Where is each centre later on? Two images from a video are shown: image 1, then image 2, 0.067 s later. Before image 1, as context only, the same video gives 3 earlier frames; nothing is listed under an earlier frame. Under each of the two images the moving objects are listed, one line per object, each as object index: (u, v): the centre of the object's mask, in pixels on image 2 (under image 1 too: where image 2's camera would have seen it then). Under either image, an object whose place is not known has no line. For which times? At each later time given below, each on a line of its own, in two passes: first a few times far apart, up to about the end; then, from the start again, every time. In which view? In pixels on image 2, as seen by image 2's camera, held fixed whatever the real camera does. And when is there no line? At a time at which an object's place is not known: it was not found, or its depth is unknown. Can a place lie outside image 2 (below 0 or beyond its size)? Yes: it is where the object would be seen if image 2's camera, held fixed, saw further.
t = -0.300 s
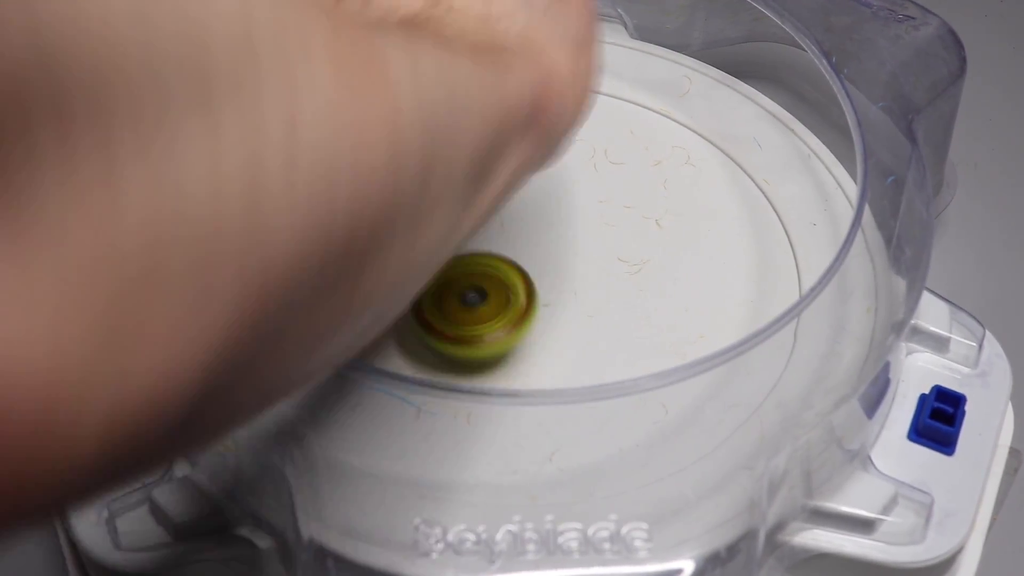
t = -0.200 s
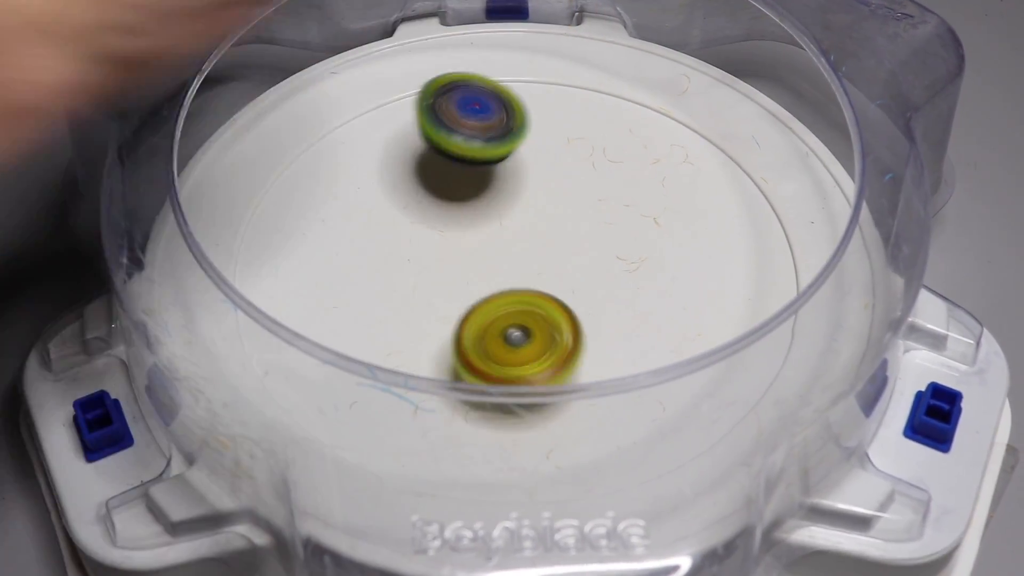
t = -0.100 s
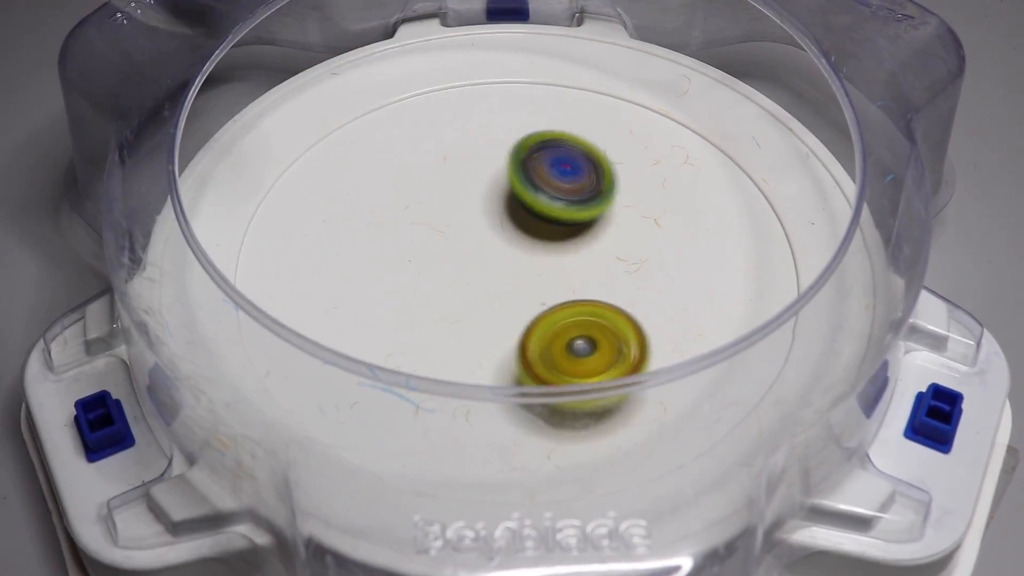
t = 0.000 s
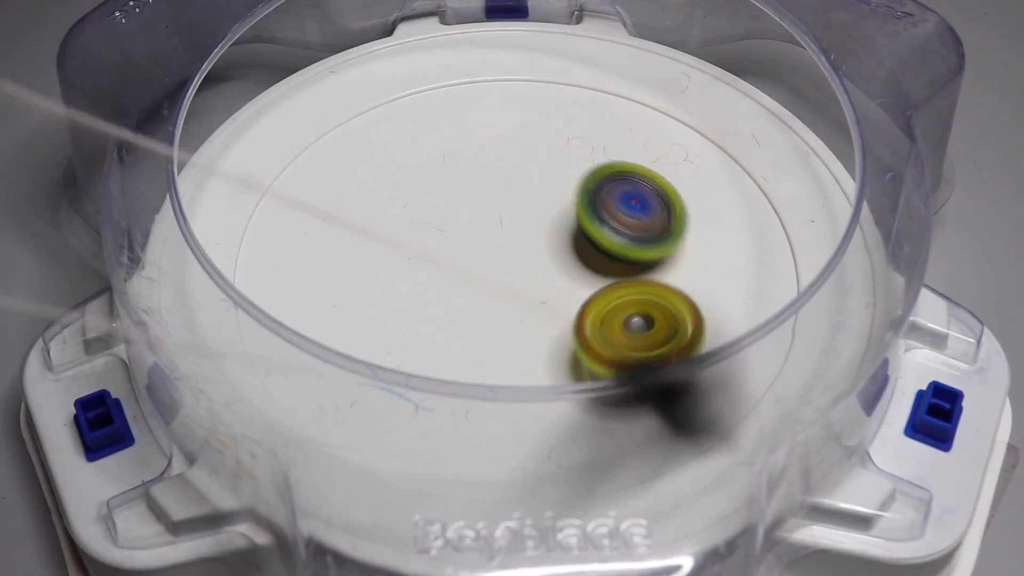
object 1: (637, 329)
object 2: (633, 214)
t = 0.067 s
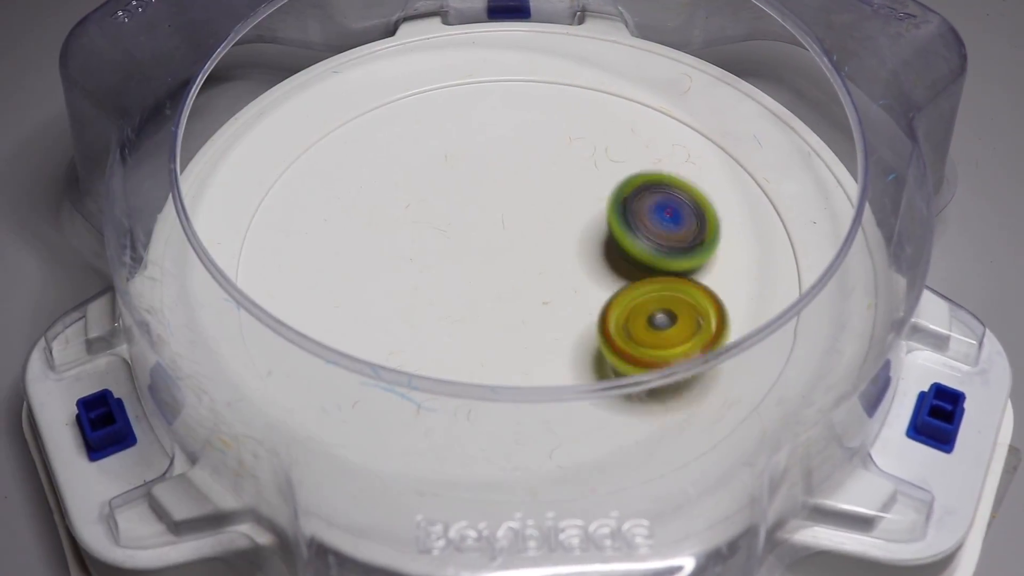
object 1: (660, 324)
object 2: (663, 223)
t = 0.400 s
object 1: (593, 307)
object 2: (572, 155)
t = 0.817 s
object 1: (450, 328)
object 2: (414, 207)
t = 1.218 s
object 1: (578, 366)
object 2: (561, 205)
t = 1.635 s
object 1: (408, 257)
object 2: (626, 160)
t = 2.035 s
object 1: (411, 278)
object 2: (545, 280)
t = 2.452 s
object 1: (452, 214)
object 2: (606, 286)
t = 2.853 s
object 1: (451, 152)
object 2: (585, 313)
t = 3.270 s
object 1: (484, 191)
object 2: (514, 301)
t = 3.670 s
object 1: (527, 177)
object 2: (528, 317)
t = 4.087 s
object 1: (604, 193)
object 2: (465, 311)
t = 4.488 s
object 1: (632, 271)
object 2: (493, 264)
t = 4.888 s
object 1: (578, 307)
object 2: (502, 224)
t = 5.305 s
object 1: (502, 333)
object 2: (487, 197)
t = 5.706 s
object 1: (497, 310)
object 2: (529, 220)
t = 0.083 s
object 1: (662, 328)
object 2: (668, 213)
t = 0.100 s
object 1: (663, 331)
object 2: (672, 206)
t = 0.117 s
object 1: (662, 333)
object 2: (675, 202)
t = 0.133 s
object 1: (666, 346)
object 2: (677, 194)
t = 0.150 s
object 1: (666, 350)
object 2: (677, 188)
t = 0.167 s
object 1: (665, 351)
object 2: (676, 181)
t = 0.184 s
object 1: (663, 352)
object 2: (674, 176)
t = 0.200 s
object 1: (660, 352)
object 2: (671, 169)
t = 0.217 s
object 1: (656, 350)
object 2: (667, 166)
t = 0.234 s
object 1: (650, 338)
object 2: (662, 162)
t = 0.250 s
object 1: (646, 337)
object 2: (656, 157)
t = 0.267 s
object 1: (641, 337)
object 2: (649, 156)
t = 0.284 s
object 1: (637, 335)
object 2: (642, 155)
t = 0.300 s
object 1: (632, 333)
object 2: (633, 154)
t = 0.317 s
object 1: (627, 331)
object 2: (624, 151)
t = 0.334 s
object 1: (621, 328)
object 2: (615, 152)
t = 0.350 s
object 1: (614, 325)
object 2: (605, 152)
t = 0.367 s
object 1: (608, 319)
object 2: (594, 152)
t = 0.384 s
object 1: (600, 313)
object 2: (583, 155)
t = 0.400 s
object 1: (593, 307)
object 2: (572, 155)
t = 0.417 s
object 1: (585, 302)
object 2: (561, 159)
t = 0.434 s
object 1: (578, 296)
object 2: (549, 161)
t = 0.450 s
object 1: (570, 291)
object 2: (538, 165)
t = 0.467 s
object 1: (561, 286)
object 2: (527, 168)
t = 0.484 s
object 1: (554, 281)
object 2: (516, 172)
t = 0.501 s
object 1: (546, 276)
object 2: (505, 177)
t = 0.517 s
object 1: (538, 272)
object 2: (495, 180)
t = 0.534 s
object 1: (530, 269)
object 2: (484, 185)
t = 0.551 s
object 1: (525, 270)
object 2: (474, 186)
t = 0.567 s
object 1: (518, 271)
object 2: (463, 186)
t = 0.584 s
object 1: (513, 273)
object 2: (453, 187)
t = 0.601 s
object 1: (507, 276)
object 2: (445, 187)
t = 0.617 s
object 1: (502, 276)
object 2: (436, 189)
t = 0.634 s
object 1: (497, 280)
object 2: (430, 190)
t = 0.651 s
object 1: (491, 280)
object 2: (423, 192)
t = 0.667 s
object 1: (486, 284)
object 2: (418, 193)
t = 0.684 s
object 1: (482, 285)
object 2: (414, 196)
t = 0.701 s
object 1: (476, 288)
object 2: (410, 199)
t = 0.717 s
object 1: (472, 290)
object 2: (408, 203)
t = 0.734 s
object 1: (468, 293)
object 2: (406, 204)
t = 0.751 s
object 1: (463, 295)
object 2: (406, 209)
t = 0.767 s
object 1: (459, 298)
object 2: (406, 212)
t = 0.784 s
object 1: (456, 304)
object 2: (409, 215)
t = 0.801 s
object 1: (453, 314)
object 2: (411, 212)
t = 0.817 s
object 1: (450, 328)
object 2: (414, 207)
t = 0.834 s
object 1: (449, 336)
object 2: (418, 204)
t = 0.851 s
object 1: (449, 341)
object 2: (423, 201)
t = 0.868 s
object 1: (450, 347)
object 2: (429, 199)
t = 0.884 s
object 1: (447, 361)
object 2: (436, 199)
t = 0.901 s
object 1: (445, 375)
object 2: (442, 198)
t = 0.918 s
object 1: (447, 380)
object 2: (449, 199)
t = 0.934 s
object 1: (449, 397)
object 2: (455, 199)
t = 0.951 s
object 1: (453, 399)
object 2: (462, 200)
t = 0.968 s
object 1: (457, 406)
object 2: (469, 200)
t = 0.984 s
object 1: (463, 410)
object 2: (476, 201)
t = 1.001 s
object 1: (469, 414)
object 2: (483, 202)
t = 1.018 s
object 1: (477, 417)
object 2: (490, 202)
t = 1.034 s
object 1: (485, 419)
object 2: (496, 203)
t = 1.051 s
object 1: (494, 419)
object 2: (503, 203)
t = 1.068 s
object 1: (504, 419)
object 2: (509, 204)
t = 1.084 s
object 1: (513, 418)
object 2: (516, 204)
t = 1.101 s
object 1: (523, 416)
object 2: (522, 205)
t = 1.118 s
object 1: (532, 411)
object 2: (528, 205)
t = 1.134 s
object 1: (542, 407)
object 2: (534, 205)
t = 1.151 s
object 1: (552, 403)
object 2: (540, 205)
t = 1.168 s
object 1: (560, 385)
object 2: (545, 205)
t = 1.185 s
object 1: (567, 384)
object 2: (551, 205)
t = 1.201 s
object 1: (573, 376)
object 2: (556, 205)
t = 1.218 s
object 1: (578, 366)
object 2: (561, 205)
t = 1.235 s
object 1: (579, 352)
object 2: (566, 205)
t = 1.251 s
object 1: (582, 348)
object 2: (570, 204)
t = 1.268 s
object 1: (584, 343)
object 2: (574, 204)
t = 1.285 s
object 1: (584, 336)
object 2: (579, 204)
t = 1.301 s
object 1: (583, 326)
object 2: (583, 203)
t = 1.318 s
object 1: (580, 317)
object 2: (586, 203)
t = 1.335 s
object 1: (576, 307)
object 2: (590, 203)
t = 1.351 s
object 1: (571, 297)
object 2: (593, 202)
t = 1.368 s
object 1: (564, 288)
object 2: (597, 201)
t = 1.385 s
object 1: (554, 285)
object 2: (602, 197)
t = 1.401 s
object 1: (543, 282)
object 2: (607, 191)
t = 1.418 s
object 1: (533, 280)
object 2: (613, 185)
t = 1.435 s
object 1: (522, 277)
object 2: (618, 180)
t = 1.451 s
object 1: (512, 276)
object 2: (622, 175)
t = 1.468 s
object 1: (501, 273)
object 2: (625, 171)
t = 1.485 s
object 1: (490, 270)
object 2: (628, 168)
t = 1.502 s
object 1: (480, 269)
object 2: (630, 165)
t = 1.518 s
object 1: (469, 266)
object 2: (631, 163)
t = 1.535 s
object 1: (459, 265)
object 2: (632, 161)
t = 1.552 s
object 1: (449, 262)
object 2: (633, 159)
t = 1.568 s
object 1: (440, 261)
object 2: (632, 158)
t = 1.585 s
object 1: (431, 259)
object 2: (632, 158)
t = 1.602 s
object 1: (422, 258)
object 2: (630, 158)
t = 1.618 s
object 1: (415, 257)
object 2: (628, 159)
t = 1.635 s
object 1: (408, 257)
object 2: (626, 160)
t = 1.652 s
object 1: (402, 257)
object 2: (623, 162)
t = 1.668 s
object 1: (395, 256)
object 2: (619, 165)
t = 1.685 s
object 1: (390, 257)
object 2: (616, 167)
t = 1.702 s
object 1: (384, 257)
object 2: (611, 171)
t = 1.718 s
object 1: (380, 257)
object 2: (607, 175)
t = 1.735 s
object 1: (377, 259)
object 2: (602, 179)
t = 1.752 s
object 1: (374, 260)
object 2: (597, 184)
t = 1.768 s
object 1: (372, 262)
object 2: (592, 189)
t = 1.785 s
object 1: (370, 264)
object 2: (587, 194)
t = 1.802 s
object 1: (370, 265)
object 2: (582, 199)
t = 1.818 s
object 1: (370, 267)
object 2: (577, 205)
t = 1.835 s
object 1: (372, 269)
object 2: (572, 210)
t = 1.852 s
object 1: (375, 270)
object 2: (567, 217)
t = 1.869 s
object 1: (378, 272)
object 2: (562, 223)
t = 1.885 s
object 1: (381, 274)
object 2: (558, 229)
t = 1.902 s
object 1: (386, 275)
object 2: (553, 235)
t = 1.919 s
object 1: (391, 277)
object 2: (549, 241)
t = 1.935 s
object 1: (396, 278)
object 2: (544, 248)
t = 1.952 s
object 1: (401, 279)
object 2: (541, 254)
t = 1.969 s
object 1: (407, 279)
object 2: (537, 260)
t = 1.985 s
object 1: (412, 279)
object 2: (535, 266)
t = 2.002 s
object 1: (413, 279)
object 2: (537, 270)
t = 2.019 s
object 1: (412, 279)
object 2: (541, 276)
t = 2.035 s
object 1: (411, 278)
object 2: (545, 280)
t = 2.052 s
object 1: (411, 277)
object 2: (549, 284)
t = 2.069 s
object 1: (411, 276)
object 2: (553, 288)
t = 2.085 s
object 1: (411, 275)
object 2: (557, 292)
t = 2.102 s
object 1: (411, 273)
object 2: (562, 294)
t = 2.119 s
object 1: (410, 271)
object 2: (566, 298)
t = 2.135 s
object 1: (411, 269)
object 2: (570, 299)
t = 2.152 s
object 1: (412, 266)
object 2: (574, 302)
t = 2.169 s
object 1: (413, 263)
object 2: (578, 303)
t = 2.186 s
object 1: (415, 261)
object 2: (581, 305)
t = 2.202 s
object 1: (417, 259)
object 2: (585, 305)
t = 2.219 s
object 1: (419, 256)
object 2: (588, 306)
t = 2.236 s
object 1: (421, 253)
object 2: (591, 306)
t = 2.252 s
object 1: (422, 250)
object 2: (594, 305)
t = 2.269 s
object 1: (425, 246)
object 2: (597, 305)
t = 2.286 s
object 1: (427, 243)
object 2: (599, 303)
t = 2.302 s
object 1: (430, 240)
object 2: (601, 303)
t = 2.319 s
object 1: (432, 238)
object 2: (603, 301)
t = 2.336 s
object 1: (435, 235)
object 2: (604, 300)
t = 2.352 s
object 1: (437, 231)
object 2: (606, 297)
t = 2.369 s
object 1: (439, 228)
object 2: (607, 297)
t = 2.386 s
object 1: (441, 224)
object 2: (607, 294)
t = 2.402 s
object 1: (444, 221)
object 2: (607, 292)
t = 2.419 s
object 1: (447, 218)
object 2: (607, 290)
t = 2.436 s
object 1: (450, 216)
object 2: (606, 288)
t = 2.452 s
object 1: (452, 214)
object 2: (606, 286)
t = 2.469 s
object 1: (455, 211)
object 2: (605, 283)
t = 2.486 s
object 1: (457, 209)
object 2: (604, 282)
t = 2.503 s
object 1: (460, 206)
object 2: (602, 279)
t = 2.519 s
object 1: (463, 204)
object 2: (600, 277)
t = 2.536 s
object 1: (466, 203)
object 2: (598, 274)
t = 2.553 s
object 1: (468, 202)
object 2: (595, 273)
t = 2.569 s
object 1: (471, 201)
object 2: (592, 271)
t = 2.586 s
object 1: (473, 200)
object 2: (588, 269)
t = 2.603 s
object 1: (476, 199)
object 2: (585, 268)
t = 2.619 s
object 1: (478, 198)
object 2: (581, 265)
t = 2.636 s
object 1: (480, 197)
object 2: (577, 265)
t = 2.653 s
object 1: (483, 197)
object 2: (573, 263)
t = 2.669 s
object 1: (481, 192)
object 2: (575, 270)
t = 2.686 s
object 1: (478, 185)
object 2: (578, 274)
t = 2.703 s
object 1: (474, 179)
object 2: (581, 277)
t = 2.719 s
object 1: (471, 174)
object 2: (583, 285)
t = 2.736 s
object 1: (468, 170)
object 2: (584, 291)
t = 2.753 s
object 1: (465, 166)
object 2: (586, 296)
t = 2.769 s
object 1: (463, 163)
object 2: (586, 301)
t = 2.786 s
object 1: (460, 160)
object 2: (587, 304)
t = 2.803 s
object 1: (458, 157)
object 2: (588, 305)
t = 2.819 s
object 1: (456, 155)
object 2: (587, 308)
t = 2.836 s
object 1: (454, 153)
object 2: (586, 311)
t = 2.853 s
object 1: (451, 152)
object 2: (585, 313)
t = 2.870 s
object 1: (449, 151)
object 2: (584, 314)
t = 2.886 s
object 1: (448, 151)
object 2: (582, 313)
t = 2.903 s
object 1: (446, 151)
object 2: (580, 316)
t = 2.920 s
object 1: (445, 151)
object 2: (578, 314)
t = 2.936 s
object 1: (444, 151)
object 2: (576, 316)
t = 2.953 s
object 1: (443, 152)
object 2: (574, 313)
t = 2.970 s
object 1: (442, 154)
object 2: (571, 314)
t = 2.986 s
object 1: (443, 156)
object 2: (568, 314)
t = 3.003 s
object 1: (443, 158)
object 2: (566, 312)
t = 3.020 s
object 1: (444, 160)
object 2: (563, 311)
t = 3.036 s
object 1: (445, 163)
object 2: (559, 311)
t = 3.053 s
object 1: (447, 165)
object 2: (556, 308)
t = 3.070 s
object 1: (449, 168)
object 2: (552, 307)
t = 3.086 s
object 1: (450, 171)
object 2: (548, 307)
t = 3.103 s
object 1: (452, 175)
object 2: (545, 304)
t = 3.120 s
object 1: (455, 178)
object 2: (541, 302)
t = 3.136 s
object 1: (458, 181)
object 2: (537, 301)
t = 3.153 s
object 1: (460, 185)
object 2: (534, 298)
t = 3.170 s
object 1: (464, 188)
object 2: (530, 298)
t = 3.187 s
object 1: (466, 191)
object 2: (526, 295)
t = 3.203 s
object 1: (470, 195)
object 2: (522, 296)
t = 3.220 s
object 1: (474, 198)
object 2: (520, 290)
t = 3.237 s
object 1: (477, 200)
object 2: (517, 291)
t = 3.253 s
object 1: (481, 197)
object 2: (516, 296)
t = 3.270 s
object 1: (484, 191)
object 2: (514, 301)
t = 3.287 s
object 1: (487, 186)
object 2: (514, 309)
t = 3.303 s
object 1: (491, 181)
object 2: (514, 312)
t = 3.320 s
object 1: (494, 177)
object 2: (514, 318)
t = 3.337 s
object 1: (497, 174)
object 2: (514, 323)
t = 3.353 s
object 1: (500, 171)
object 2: (514, 328)
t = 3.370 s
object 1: (502, 168)
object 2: (514, 332)
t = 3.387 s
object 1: (505, 165)
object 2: (515, 335)
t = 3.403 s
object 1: (507, 163)
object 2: (517, 335)
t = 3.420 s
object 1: (509, 161)
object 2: (517, 338)
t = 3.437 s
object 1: (512, 159)
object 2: (518, 338)
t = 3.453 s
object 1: (514, 158)
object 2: (519, 339)
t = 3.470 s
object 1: (516, 158)
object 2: (520, 339)
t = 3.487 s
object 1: (518, 157)
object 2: (521, 338)
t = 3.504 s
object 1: (519, 158)
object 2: (521, 338)
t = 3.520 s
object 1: (520, 158)
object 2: (522, 337)
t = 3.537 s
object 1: (522, 159)
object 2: (523, 334)
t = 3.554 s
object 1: (523, 160)
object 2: (523, 334)
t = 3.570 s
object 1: (524, 161)
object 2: (524, 331)
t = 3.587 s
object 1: (524, 163)
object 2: (525, 331)
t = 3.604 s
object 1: (525, 165)
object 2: (526, 329)
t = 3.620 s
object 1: (526, 168)
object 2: (527, 326)
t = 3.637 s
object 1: (526, 170)
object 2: (527, 324)
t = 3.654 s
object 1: (527, 173)
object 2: (528, 321)
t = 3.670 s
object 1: (527, 177)
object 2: (528, 317)
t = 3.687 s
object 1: (528, 180)
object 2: (528, 315)
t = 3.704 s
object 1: (529, 183)
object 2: (527, 311)
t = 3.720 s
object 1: (529, 187)
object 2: (527, 307)
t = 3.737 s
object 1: (530, 191)
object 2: (526, 303)
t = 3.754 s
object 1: (531, 195)
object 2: (525, 299)
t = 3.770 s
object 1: (533, 198)
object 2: (523, 296)
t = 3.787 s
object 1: (536, 199)
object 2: (521, 295)
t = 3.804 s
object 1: (540, 196)
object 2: (517, 297)
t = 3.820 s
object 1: (544, 192)
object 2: (513, 300)
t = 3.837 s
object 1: (549, 189)
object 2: (509, 303)
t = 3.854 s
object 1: (554, 185)
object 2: (505, 306)
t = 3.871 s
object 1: (558, 184)
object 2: (502, 308)
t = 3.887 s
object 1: (562, 183)
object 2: (499, 309)
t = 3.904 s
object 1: (566, 181)
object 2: (495, 311)
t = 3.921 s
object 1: (570, 181)
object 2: (491, 312)
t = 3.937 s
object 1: (574, 180)
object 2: (488, 312)
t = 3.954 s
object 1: (578, 179)
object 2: (485, 314)
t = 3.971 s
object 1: (582, 181)
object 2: (481, 315)
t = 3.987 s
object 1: (585, 182)
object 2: (479, 314)
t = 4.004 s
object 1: (588, 183)
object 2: (475, 315)
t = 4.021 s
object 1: (591, 185)
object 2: (473, 315)
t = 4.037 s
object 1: (595, 187)
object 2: (471, 313)
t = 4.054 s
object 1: (598, 188)
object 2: (468, 314)
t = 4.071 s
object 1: (601, 191)
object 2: (467, 312)
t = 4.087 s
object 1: (604, 193)
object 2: (465, 311)
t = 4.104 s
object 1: (606, 196)
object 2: (464, 310)
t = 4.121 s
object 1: (609, 199)
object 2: (463, 308)
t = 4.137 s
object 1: (611, 202)
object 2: (462, 307)
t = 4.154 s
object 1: (613, 205)
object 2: (461, 305)
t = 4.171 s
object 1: (615, 209)
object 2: (460, 303)
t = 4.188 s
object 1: (617, 213)
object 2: (460, 300)
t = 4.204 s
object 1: (619, 216)
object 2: (460, 299)
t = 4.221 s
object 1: (621, 220)
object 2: (461, 295)
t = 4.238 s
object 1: (623, 223)
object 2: (462, 295)
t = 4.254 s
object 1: (624, 227)
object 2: (463, 291)
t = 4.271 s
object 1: (626, 231)
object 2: (465, 291)
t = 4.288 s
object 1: (627, 234)
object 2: (467, 288)
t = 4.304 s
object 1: (628, 238)
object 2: (468, 287)
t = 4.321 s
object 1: (629, 241)
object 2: (471, 284)
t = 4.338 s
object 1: (630, 244)
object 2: (472, 282)
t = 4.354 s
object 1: (631, 247)
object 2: (474, 278)
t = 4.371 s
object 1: (632, 251)
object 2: (476, 278)
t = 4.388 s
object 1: (632, 254)
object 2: (479, 274)
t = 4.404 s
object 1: (632, 257)
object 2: (481, 273)
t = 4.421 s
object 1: (633, 260)
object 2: (483, 271)
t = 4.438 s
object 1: (633, 263)
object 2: (486, 270)
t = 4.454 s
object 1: (633, 265)
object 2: (488, 269)
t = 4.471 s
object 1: (632, 268)
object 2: (491, 266)
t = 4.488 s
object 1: (632, 271)
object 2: (493, 264)
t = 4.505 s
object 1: (631, 273)
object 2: (495, 261)
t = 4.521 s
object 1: (630, 276)
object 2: (496, 259)
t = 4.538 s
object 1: (630, 278)
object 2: (498, 256)
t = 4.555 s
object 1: (629, 280)
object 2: (499, 255)
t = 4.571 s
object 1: (628, 283)
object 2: (500, 251)
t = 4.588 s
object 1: (626, 284)
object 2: (501, 250)
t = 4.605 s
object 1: (625, 287)
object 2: (503, 246)
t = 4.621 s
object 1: (623, 289)
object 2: (504, 245)
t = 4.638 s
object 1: (622, 291)
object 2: (504, 241)
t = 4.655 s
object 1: (620, 292)
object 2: (505, 241)
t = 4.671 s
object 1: (617, 294)
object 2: (506, 237)
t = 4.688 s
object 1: (615, 295)
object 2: (506, 235)
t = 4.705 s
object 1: (612, 297)
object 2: (507, 236)
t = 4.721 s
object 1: (610, 298)
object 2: (507, 235)
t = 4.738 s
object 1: (607, 299)
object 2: (507, 233)
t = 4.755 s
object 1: (604, 300)
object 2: (508, 232)
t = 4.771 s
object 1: (601, 301)
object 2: (508, 230)
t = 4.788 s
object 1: (598, 303)
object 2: (507, 229)
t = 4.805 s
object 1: (595, 303)
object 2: (506, 228)
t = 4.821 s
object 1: (592, 305)
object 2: (506, 227)
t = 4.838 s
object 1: (588, 306)
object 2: (505, 227)
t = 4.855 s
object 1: (585, 306)
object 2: (505, 225)
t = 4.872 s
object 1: (582, 307)
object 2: (503, 225)
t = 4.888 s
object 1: (578, 307)
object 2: (502, 224)
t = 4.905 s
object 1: (575, 307)
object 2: (501, 222)
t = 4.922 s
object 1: (571, 306)
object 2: (500, 222)
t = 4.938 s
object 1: (566, 307)
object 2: (499, 222)
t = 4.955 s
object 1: (562, 306)
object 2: (498, 222)
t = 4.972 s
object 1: (558, 305)
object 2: (497, 220)
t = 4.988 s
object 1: (554, 305)
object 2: (495, 220)
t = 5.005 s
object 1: (549, 305)
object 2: (494, 218)
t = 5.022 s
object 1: (545, 304)
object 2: (493, 220)
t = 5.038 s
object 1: (541, 305)
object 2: (493, 218)
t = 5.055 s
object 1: (536, 304)
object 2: (491, 219)
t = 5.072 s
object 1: (532, 304)
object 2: (490, 220)
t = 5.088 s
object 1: (528, 304)
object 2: (489, 218)
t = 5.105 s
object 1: (525, 307)
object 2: (488, 220)
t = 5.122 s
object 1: (521, 310)
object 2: (488, 218)
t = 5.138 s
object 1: (517, 314)
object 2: (487, 215)
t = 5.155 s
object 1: (514, 317)
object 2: (487, 212)
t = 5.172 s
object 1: (511, 319)
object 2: (486, 209)
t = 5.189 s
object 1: (508, 321)
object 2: (486, 206)
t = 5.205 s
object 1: (507, 323)
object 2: (485, 203)
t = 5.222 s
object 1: (506, 325)
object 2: (485, 200)
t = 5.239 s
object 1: (504, 327)
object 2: (485, 198)
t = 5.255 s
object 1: (504, 329)
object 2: (485, 198)
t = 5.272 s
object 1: (503, 331)
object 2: (485, 197)
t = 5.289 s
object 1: (503, 332)
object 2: (486, 197)
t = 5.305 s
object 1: (502, 333)
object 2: (487, 197)
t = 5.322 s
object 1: (502, 334)
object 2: (487, 197)
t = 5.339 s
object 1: (502, 334)
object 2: (488, 199)
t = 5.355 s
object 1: (503, 334)
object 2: (489, 199)
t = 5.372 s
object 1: (504, 334)
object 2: (490, 200)
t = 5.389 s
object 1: (505, 334)
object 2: (491, 201)
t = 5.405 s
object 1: (506, 334)
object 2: (492, 203)
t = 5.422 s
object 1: (508, 333)
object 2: (493, 204)
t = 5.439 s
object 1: (508, 332)
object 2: (495, 205)
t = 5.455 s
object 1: (509, 331)
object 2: (496, 207)
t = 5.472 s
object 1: (509, 329)
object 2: (498, 208)
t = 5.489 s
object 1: (509, 328)
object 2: (500, 210)
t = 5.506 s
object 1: (509, 326)
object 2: (502, 212)
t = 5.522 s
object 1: (509, 325)
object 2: (504, 213)
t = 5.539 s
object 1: (509, 323)
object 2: (505, 215)
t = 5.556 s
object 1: (510, 322)
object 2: (507, 216)
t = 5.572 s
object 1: (510, 320)
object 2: (510, 218)
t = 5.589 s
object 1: (509, 317)
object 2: (512, 220)
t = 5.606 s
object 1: (509, 315)
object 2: (514, 220)
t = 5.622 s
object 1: (507, 312)
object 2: (516, 221)
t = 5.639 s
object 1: (504, 311)
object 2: (519, 221)
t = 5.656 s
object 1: (502, 311)
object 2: (522, 221)
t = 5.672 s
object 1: (500, 311)
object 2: (524, 220)
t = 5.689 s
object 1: (499, 311)
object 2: (527, 220)
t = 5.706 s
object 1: (497, 310)
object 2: (529, 220)
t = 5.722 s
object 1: (496, 308)
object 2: (532, 220)
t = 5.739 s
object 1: (495, 307)
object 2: (535, 219)
